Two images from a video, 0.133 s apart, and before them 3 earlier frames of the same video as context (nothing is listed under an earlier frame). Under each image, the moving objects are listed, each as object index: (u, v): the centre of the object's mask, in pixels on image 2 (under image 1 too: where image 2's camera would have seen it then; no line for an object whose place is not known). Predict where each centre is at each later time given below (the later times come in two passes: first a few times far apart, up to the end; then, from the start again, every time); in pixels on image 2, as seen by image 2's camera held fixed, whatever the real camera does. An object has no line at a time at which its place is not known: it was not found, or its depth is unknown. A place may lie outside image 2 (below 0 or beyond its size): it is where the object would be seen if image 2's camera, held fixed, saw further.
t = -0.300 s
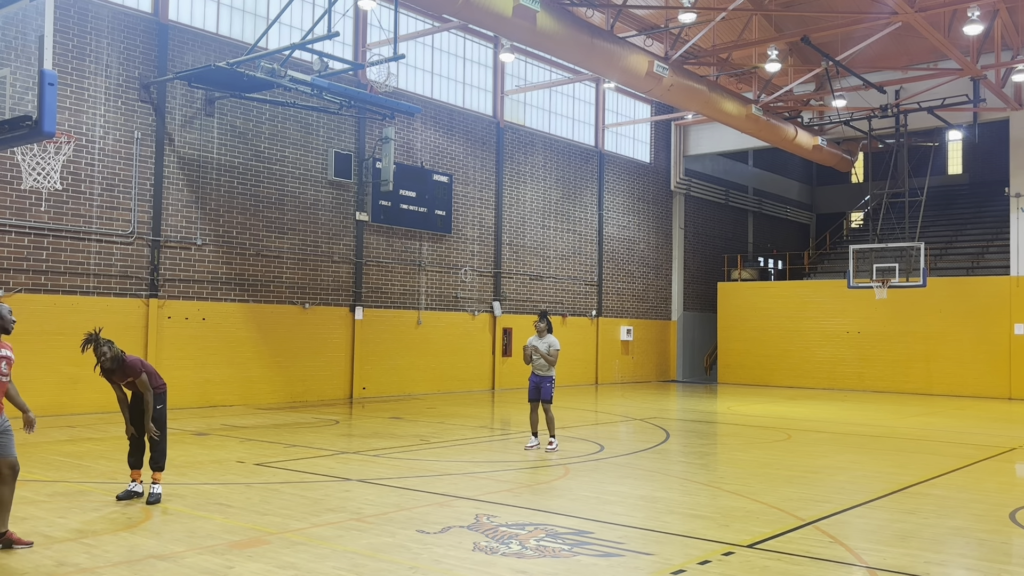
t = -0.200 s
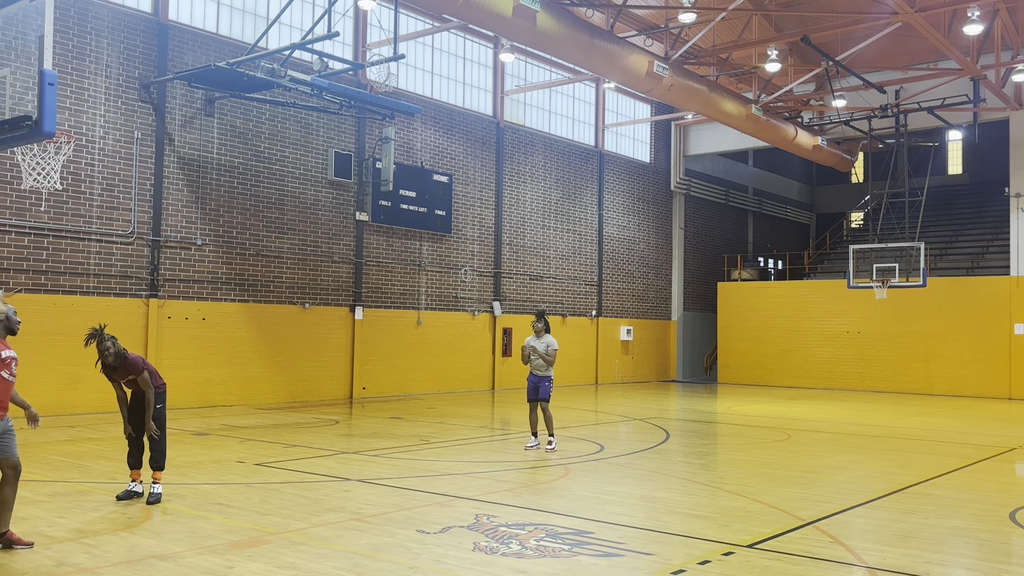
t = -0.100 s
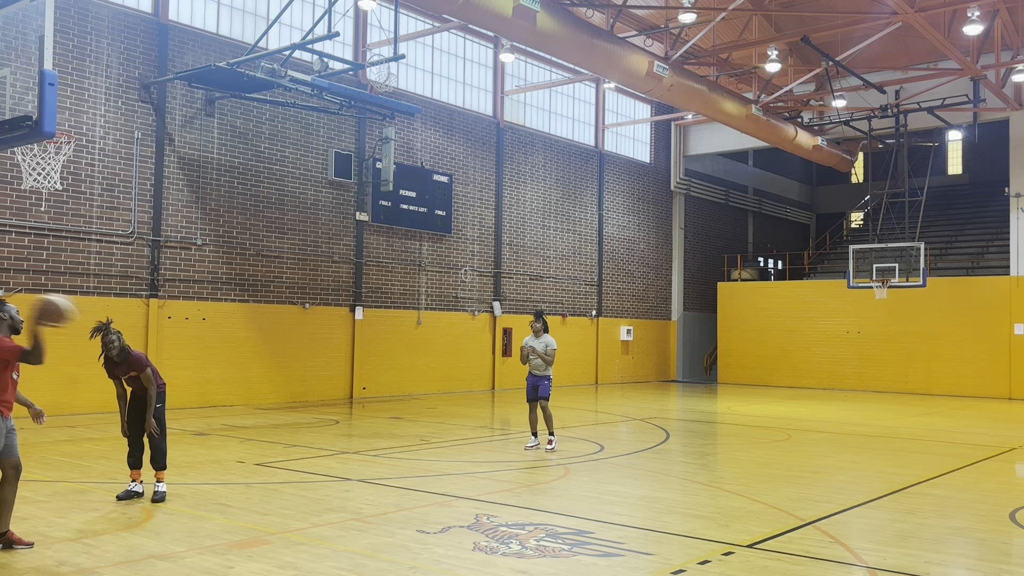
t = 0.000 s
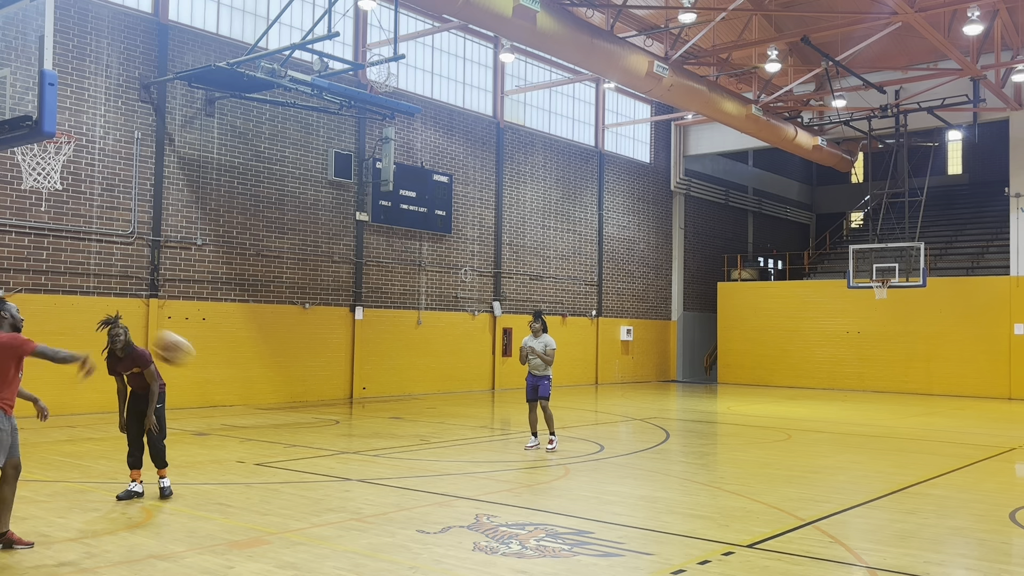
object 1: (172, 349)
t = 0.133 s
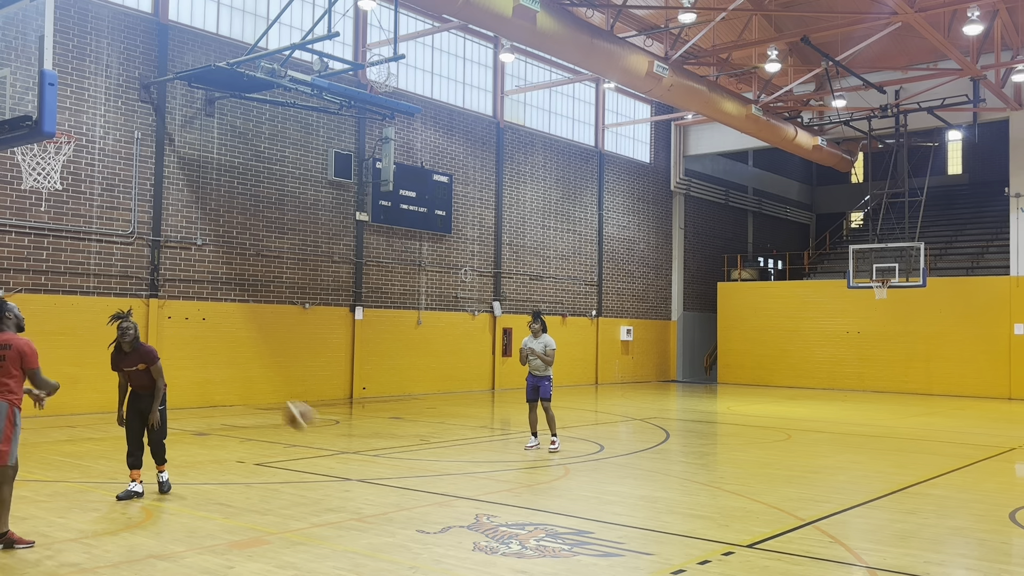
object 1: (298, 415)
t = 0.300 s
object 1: (409, 460)
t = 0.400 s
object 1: (442, 413)
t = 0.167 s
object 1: (326, 432)
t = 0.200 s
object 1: (352, 450)
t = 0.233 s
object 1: (376, 467)
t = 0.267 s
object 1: (396, 480)
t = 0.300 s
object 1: (409, 460)
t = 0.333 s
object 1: (421, 443)
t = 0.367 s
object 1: (432, 428)
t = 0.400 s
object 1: (442, 413)
